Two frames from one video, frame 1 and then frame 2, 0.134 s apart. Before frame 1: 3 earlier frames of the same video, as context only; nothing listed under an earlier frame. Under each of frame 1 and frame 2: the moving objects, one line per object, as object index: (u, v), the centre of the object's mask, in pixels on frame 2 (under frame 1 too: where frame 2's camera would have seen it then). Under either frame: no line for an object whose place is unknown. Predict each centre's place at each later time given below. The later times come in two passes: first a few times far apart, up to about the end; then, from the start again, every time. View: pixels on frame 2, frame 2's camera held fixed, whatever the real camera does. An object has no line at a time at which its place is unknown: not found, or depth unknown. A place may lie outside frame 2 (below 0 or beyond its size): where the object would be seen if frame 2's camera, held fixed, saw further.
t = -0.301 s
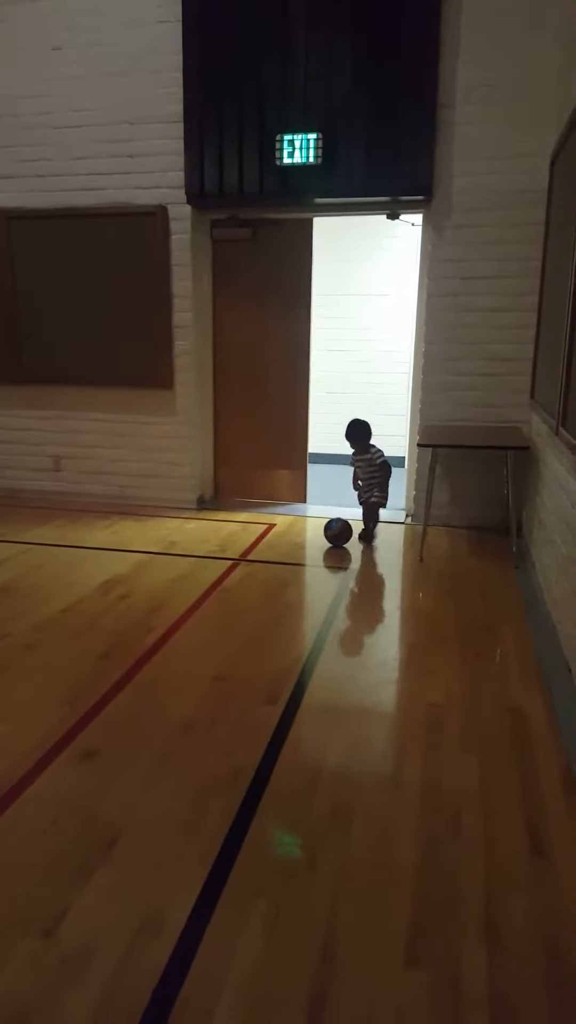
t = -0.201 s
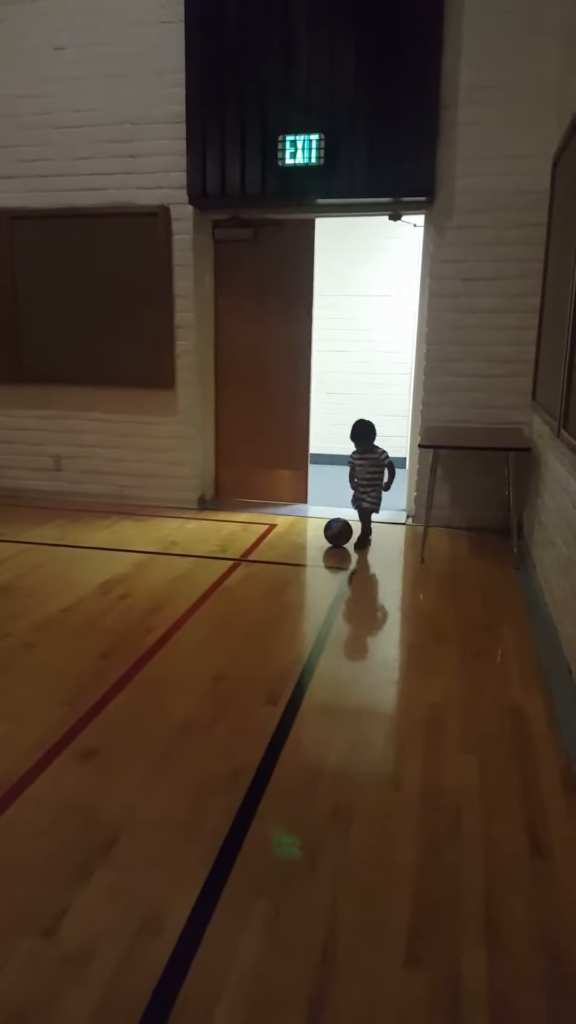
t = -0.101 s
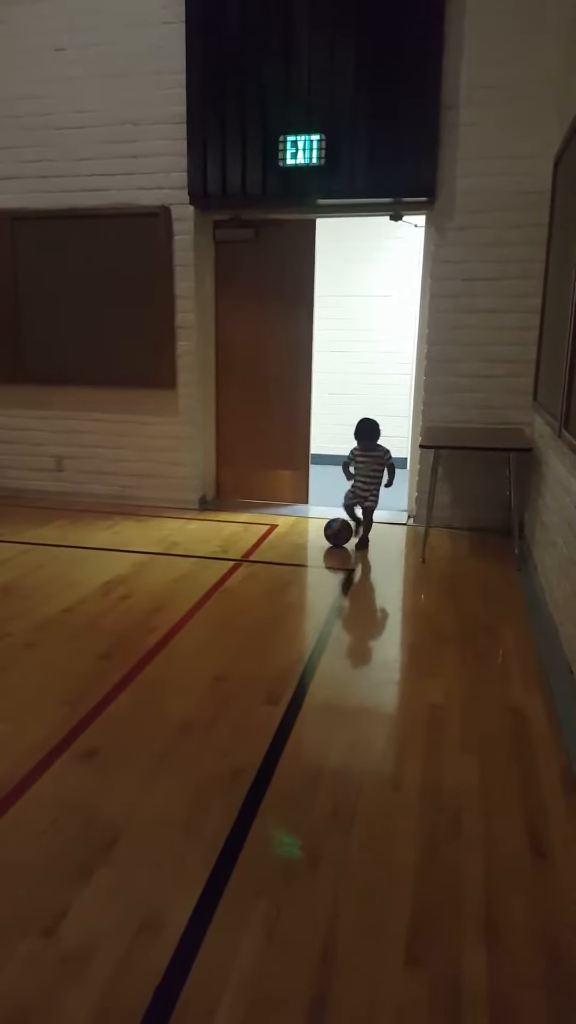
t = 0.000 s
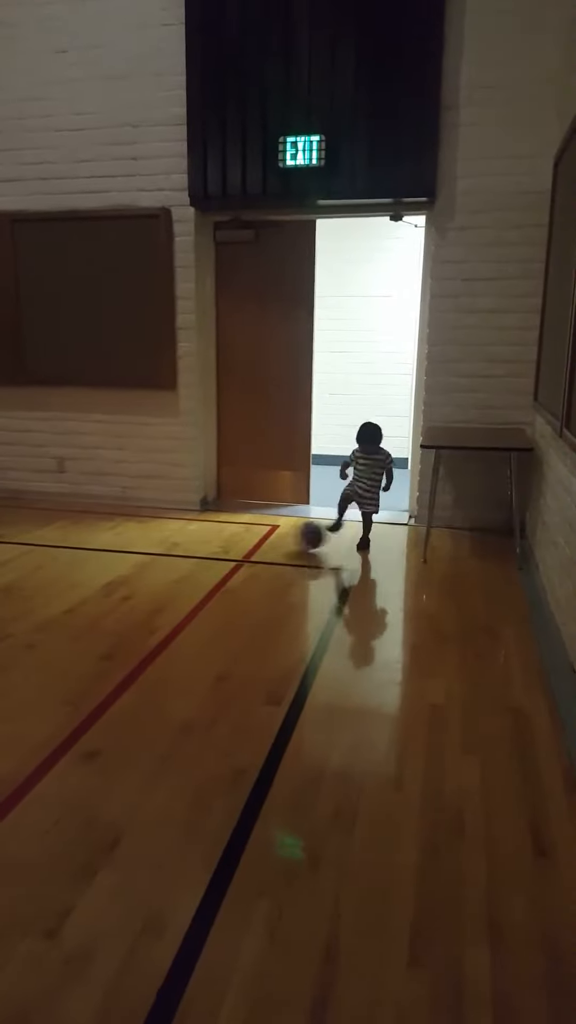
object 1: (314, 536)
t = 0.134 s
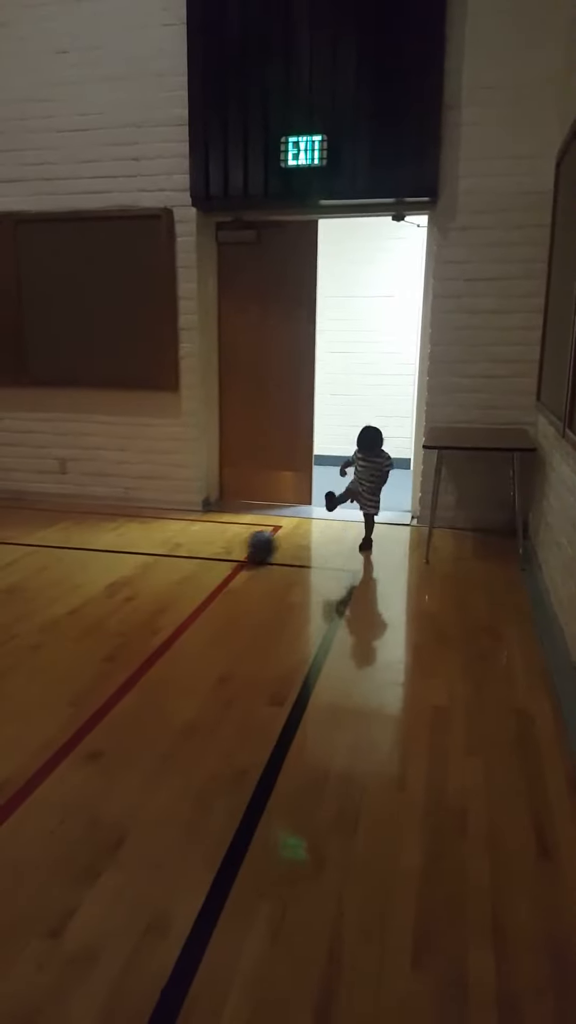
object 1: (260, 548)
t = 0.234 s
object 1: (224, 553)
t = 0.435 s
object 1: (150, 565)
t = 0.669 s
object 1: (60, 577)
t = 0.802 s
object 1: (6, 584)
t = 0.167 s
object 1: (248, 550)
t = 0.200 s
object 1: (236, 552)
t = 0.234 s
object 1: (224, 553)
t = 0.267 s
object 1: (212, 555)
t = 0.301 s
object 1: (200, 557)
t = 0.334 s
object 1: (187, 559)
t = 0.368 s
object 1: (175, 560)
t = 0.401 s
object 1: (163, 563)
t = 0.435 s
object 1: (150, 565)
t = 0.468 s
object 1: (138, 567)
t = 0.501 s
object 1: (127, 568)
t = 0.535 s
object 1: (114, 569)
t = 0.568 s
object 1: (101, 571)
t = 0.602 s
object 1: (86, 573)
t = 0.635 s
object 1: (73, 575)
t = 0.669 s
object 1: (60, 577)
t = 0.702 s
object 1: (46, 579)
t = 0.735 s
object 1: (32, 582)
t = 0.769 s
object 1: (20, 583)
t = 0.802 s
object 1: (6, 584)
